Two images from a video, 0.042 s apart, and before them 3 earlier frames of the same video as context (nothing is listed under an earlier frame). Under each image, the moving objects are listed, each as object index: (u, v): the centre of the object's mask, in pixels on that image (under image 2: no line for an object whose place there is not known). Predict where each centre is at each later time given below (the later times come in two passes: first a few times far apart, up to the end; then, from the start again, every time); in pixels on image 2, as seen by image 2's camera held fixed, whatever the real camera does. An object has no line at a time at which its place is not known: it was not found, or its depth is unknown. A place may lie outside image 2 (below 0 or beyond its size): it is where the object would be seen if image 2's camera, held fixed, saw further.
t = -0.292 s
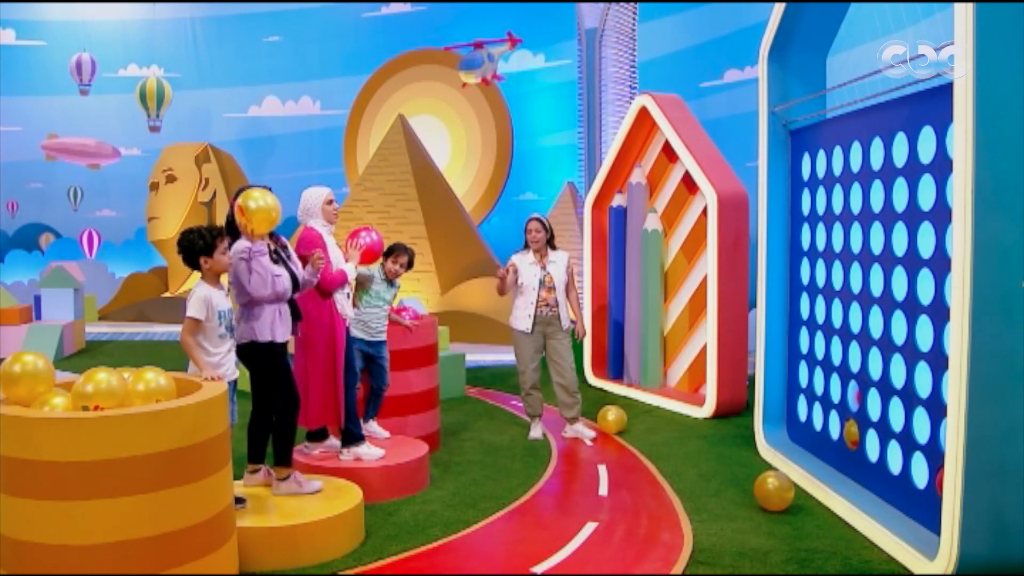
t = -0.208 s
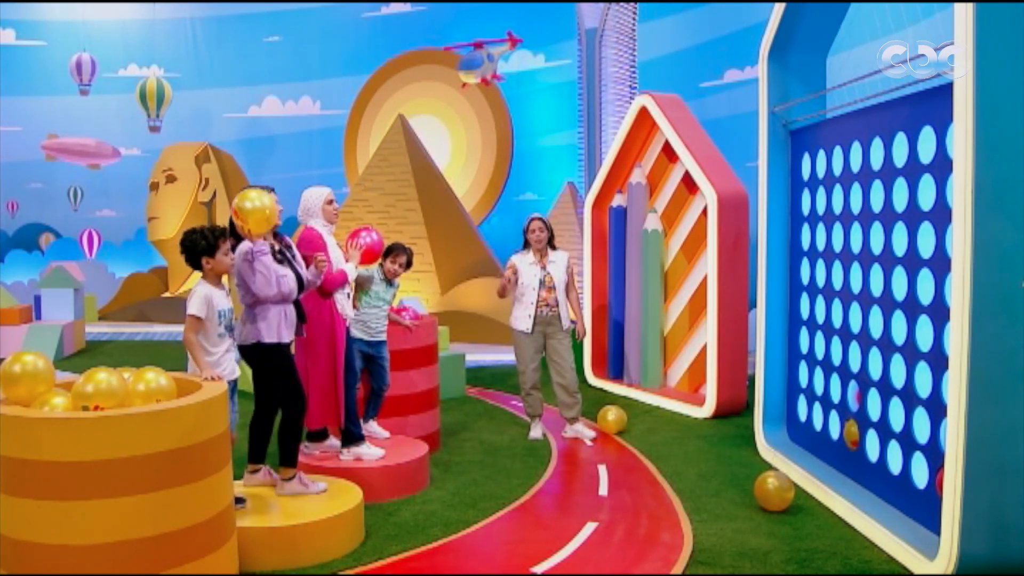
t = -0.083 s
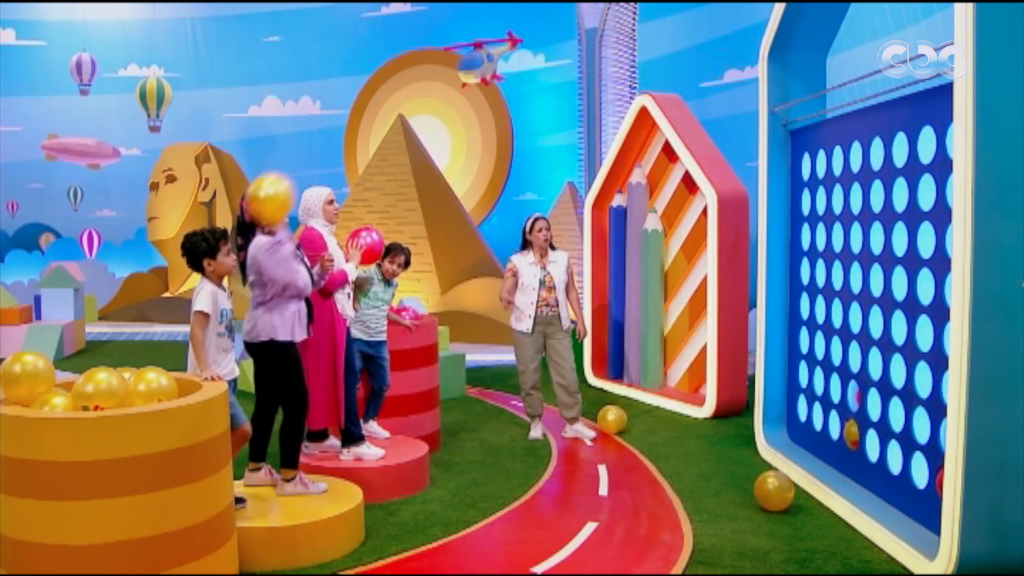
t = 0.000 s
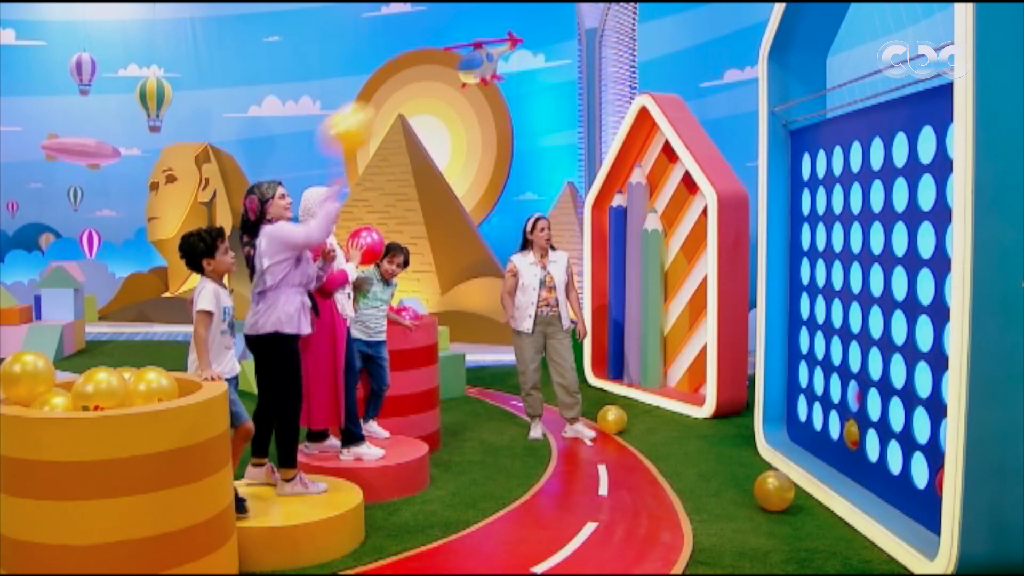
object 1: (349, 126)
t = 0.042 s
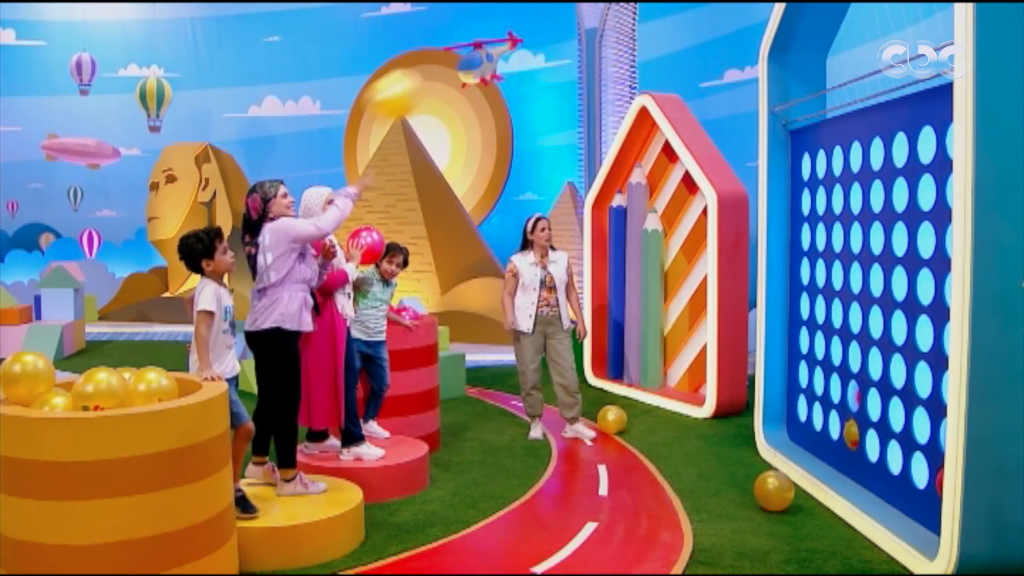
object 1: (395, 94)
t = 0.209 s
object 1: (562, 20)
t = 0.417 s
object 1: (739, 17)
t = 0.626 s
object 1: (850, 57)
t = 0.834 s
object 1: (768, 37)
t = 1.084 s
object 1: (668, 104)
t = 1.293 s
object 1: (598, 242)
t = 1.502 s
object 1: (536, 440)
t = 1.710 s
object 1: (504, 462)
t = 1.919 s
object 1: (479, 353)
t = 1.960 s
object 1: (474, 339)
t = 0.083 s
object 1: (440, 66)
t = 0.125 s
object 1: (483, 46)
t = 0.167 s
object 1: (525, 28)
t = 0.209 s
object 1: (562, 20)
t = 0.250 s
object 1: (599, 16)
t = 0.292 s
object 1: (639, 13)
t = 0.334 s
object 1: (674, 13)
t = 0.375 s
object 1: (707, 15)
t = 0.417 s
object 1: (739, 17)
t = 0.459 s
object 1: (773, 22)
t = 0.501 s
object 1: (801, 32)
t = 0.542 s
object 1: (826, 44)
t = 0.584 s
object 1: (855, 60)
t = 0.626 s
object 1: (850, 57)
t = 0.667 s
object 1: (833, 47)
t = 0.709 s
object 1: (816, 41)
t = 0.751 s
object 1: (801, 37)
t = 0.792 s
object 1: (786, 36)
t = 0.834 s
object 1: (768, 37)
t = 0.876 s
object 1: (751, 41)
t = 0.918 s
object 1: (734, 48)
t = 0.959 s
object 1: (717, 58)
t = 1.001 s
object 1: (700, 71)
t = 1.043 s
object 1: (684, 86)
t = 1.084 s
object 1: (668, 104)
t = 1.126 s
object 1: (651, 129)
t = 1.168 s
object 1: (635, 153)
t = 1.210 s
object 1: (622, 179)
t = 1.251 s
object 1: (608, 211)
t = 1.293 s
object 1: (598, 242)
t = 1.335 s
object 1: (585, 277)
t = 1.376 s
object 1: (569, 318)
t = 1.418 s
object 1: (558, 356)
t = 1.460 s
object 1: (548, 394)
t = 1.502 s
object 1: (536, 440)
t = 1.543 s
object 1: (528, 481)
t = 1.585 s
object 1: (520, 528)
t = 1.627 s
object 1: (515, 528)
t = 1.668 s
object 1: (509, 491)
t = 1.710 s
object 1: (504, 462)
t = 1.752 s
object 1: (499, 434)
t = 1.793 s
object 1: (494, 409)
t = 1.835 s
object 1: (489, 388)
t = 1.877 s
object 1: (484, 368)
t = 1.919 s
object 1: (479, 353)
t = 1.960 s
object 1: (474, 339)
